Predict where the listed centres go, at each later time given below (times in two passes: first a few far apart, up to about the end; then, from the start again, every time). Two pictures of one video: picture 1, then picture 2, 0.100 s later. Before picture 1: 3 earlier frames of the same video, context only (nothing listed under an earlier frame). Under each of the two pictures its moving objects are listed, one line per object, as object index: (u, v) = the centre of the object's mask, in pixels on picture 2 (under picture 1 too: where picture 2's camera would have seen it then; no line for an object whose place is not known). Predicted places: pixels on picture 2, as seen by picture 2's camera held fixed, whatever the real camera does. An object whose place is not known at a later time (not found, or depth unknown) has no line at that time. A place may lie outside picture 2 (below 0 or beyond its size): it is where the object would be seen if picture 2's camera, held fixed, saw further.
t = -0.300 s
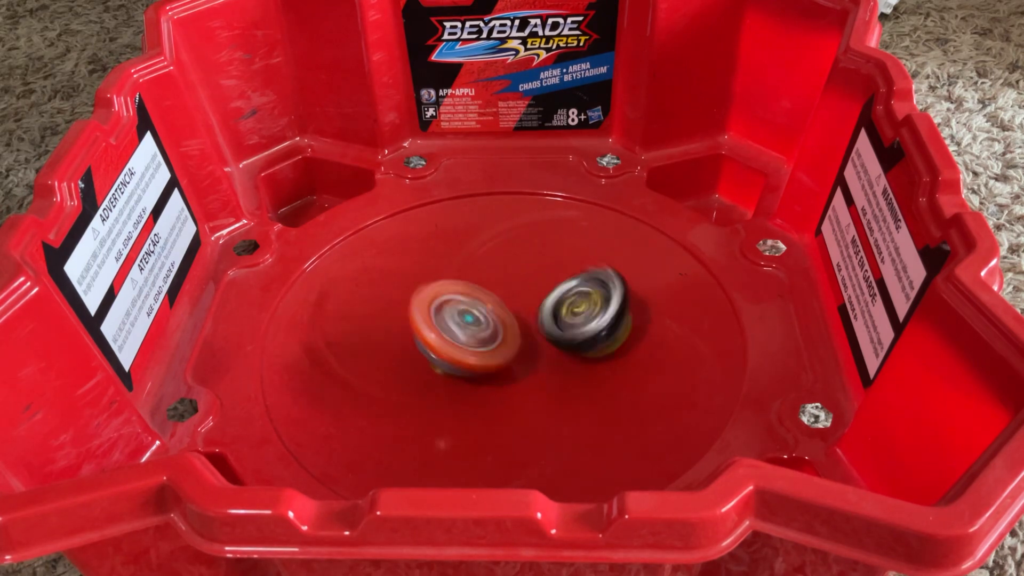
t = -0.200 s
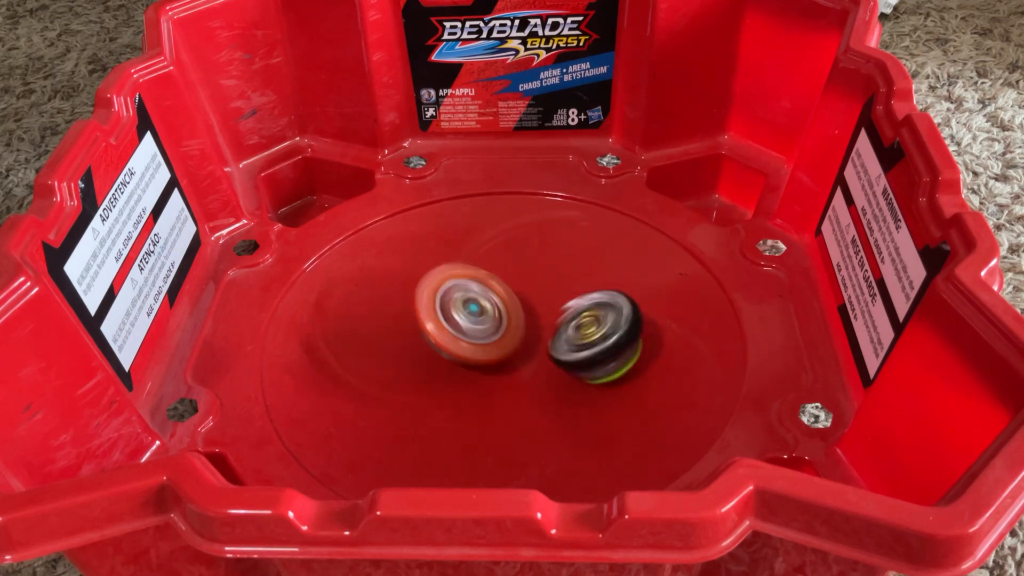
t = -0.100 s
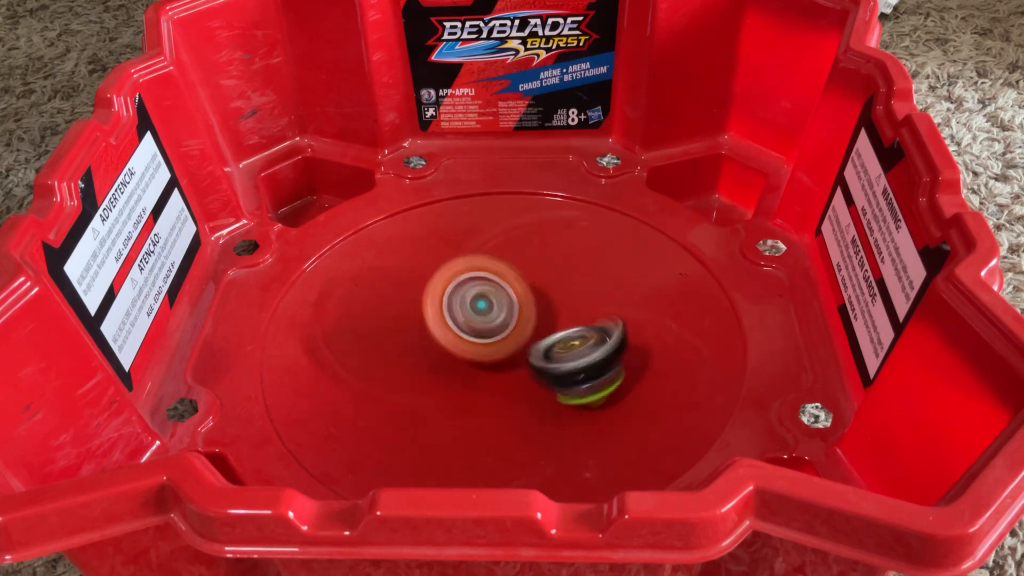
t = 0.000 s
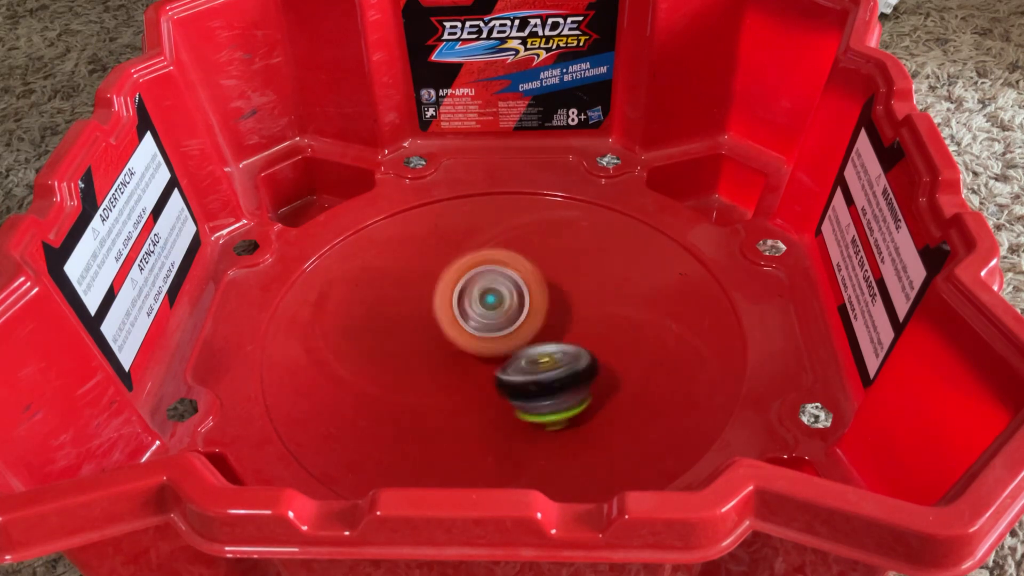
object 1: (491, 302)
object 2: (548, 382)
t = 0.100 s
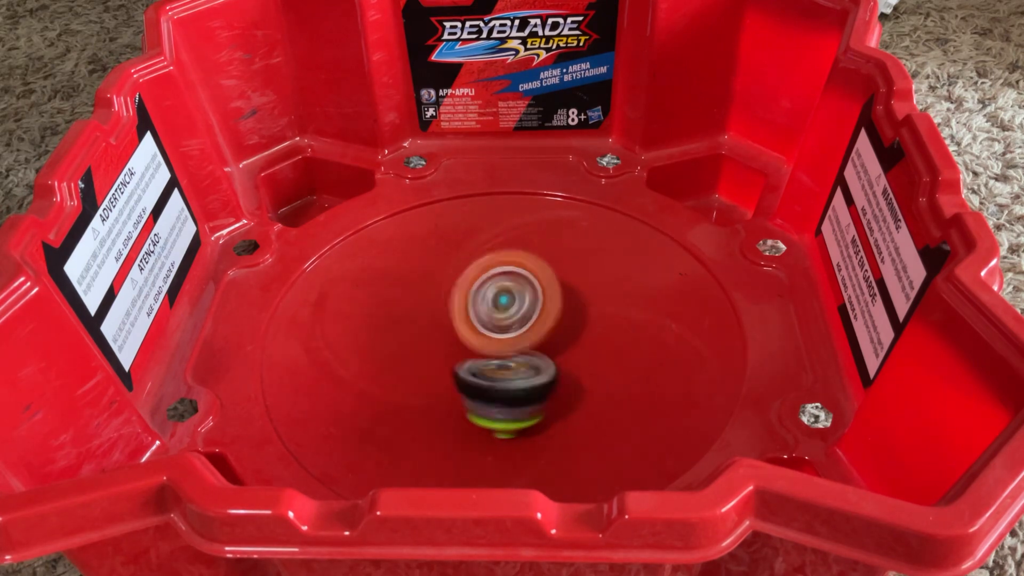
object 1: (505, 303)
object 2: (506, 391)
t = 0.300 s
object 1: (523, 315)
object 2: (425, 365)
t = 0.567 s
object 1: (515, 332)
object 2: (419, 285)
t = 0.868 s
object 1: (476, 324)
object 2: (532, 275)
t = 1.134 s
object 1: (477, 289)
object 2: (580, 378)
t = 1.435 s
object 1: (512, 283)
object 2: (489, 410)
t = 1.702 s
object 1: (522, 309)
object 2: (406, 357)
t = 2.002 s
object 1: (491, 342)
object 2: (390, 333)
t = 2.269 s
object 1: (479, 343)
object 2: (391, 338)
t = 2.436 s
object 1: (499, 346)
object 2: (394, 331)
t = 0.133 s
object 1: (509, 302)
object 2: (489, 392)
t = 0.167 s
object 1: (514, 303)
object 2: (472, 391)
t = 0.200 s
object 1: (517, 304)
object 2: (457, 387)
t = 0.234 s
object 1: (519, 308)
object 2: (447, 382)
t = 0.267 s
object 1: (521, 311)
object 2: (437, 373)
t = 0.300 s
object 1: (523, 315)
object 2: (425, 365)
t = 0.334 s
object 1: (525, 316)
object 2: (418, 355)
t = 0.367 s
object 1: (530, 317)
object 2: (406, 346)
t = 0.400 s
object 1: (533, 320)
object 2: (400, 335)
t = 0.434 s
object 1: (531, 325)
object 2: (397, 323)
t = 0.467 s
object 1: (527, 328)
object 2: (399, 313)
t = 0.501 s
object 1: (522, 331)
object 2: (403, 302)
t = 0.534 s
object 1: (519, 331)
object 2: (408, 292)
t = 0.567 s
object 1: (515, 332)
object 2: (419, 285)
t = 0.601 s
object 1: (514, 331)
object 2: (429, 275)
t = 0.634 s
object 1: (510, 330)
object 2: (438, 268)
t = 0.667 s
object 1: (505, 329)
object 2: (450, 266)
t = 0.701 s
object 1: (500, 329)
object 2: (463, 260)
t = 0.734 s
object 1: (495, 326)
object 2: (477, 256)
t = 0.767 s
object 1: (489, 330)
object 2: (492, 261)
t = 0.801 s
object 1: (483, 329)
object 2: (508, 262)
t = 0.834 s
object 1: (479, 328)
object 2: (519, 266)
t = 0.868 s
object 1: (476, 324)
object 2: (532, 275)
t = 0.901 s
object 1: (473, 318)
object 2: (544, 287)
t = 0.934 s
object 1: (472, 313)
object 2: (554, 304)
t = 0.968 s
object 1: (473, 307)
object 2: (562, 320)
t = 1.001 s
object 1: (474, 301)
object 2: (572, 331)
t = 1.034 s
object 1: (475, 297)
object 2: (580, 345)
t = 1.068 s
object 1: (476, 294)
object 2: (584, 356)
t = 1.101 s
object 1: (477, 292)
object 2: (585, 369)
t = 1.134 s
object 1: (477, 289)
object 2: (580, 378)
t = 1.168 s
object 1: (481, 285)
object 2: (577, 387)
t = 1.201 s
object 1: (485, 283)
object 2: (567, 398)
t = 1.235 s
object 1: (487, 281)
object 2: (561, 402)
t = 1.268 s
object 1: (491, 281)
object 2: (551, 409)
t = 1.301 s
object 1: (495, 279)
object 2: (539, 413)
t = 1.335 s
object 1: (502, 280)
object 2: (527, 414)
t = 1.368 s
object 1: (504, 280)
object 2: (514, 415)
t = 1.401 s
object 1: (509, 281)
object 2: (502, 412)
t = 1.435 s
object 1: (512, 283)
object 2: (489, 410)
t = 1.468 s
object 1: (515, 285)
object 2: (477, 405)
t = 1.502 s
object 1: (518, 288)
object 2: (464, 399)
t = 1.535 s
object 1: (521, 291)
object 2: (451, 391)
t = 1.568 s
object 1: (522, 295)
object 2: (439, 385)
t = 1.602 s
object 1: (523, 298)
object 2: (430, 377)
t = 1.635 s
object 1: (523, 302)
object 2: (421, 370)
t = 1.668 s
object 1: (523, 305)
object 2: (413, 363)
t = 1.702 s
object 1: (522, 309)
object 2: (406, 357)
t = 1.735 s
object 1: (523, 312)
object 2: (401, 351)
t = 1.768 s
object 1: (523, 316)
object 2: (397, 345)
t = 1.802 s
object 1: (522, 320)
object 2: (394, 340)
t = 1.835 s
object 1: (519, 325)
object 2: (393, 337)
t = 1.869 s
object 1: (513, 330)
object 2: (392, 335)
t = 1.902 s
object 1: (508, 334)
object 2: (391, 334)
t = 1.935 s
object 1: (501, 337)
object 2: (391, 333)
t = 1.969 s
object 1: (495, 340)
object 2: (391, 333)
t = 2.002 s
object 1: (491, 342)
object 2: (390, 333)
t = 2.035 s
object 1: (489, 342)
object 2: (391, 334)
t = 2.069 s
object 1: (485, 343)
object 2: (391, 335)
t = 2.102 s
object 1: (481, 344)
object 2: (391, 338)
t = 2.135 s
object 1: (475, 343)
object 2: (391, 341)
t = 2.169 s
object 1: (475, 343)
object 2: (391, 343)
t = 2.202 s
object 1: (473, 343)
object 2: (390, 343)
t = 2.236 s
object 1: (477, 343)
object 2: (391, 342)
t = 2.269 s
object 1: (479, 343)
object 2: (391, 338)
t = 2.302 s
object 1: (484, 341)
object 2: (392, 337)
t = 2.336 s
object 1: (491, 343)
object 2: (393, 333)
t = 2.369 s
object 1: (491, 343)
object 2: (392, 332)
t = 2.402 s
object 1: (496, 344)
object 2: (393, 331)
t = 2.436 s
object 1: (499, 346)
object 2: (394, 331)
